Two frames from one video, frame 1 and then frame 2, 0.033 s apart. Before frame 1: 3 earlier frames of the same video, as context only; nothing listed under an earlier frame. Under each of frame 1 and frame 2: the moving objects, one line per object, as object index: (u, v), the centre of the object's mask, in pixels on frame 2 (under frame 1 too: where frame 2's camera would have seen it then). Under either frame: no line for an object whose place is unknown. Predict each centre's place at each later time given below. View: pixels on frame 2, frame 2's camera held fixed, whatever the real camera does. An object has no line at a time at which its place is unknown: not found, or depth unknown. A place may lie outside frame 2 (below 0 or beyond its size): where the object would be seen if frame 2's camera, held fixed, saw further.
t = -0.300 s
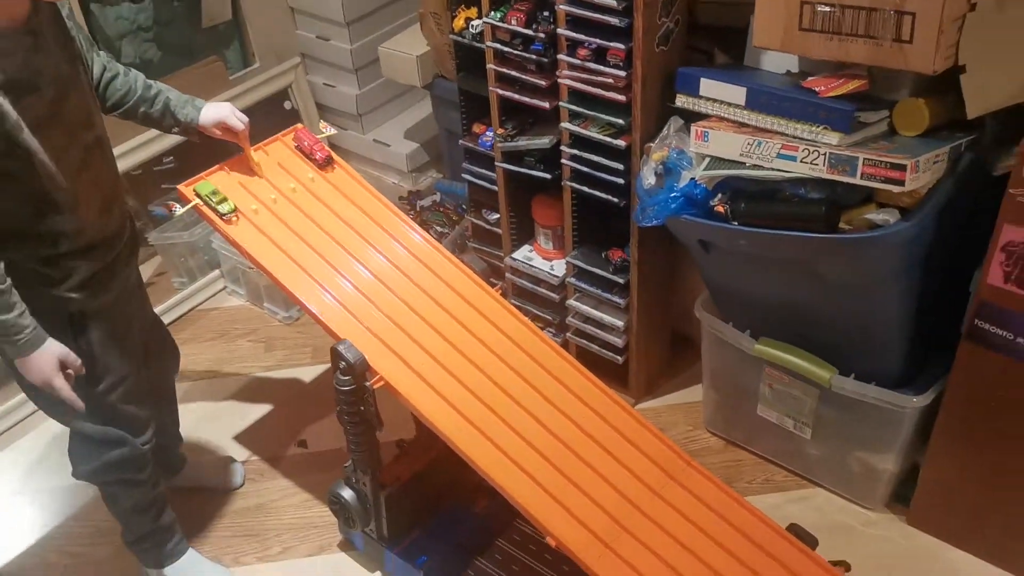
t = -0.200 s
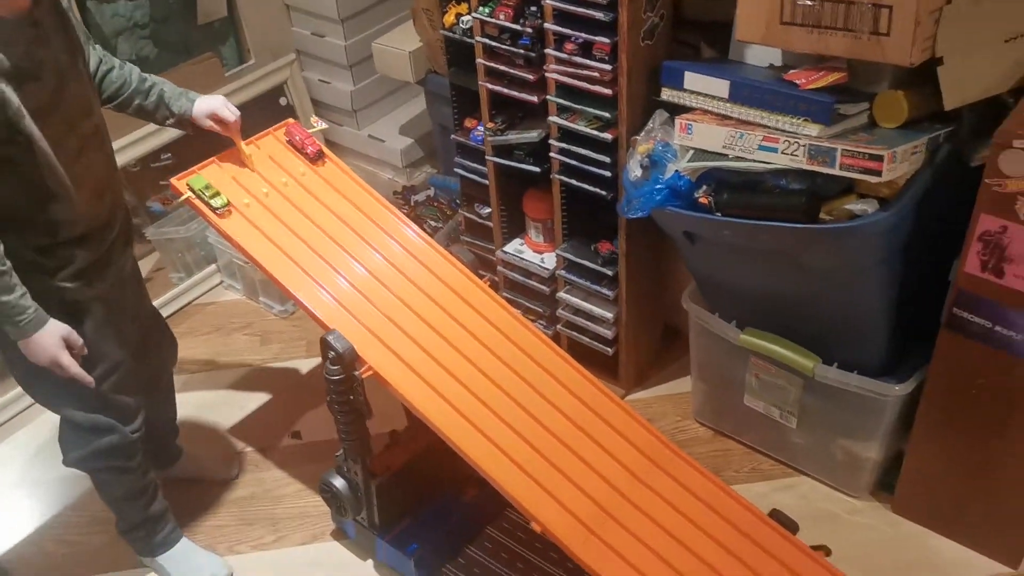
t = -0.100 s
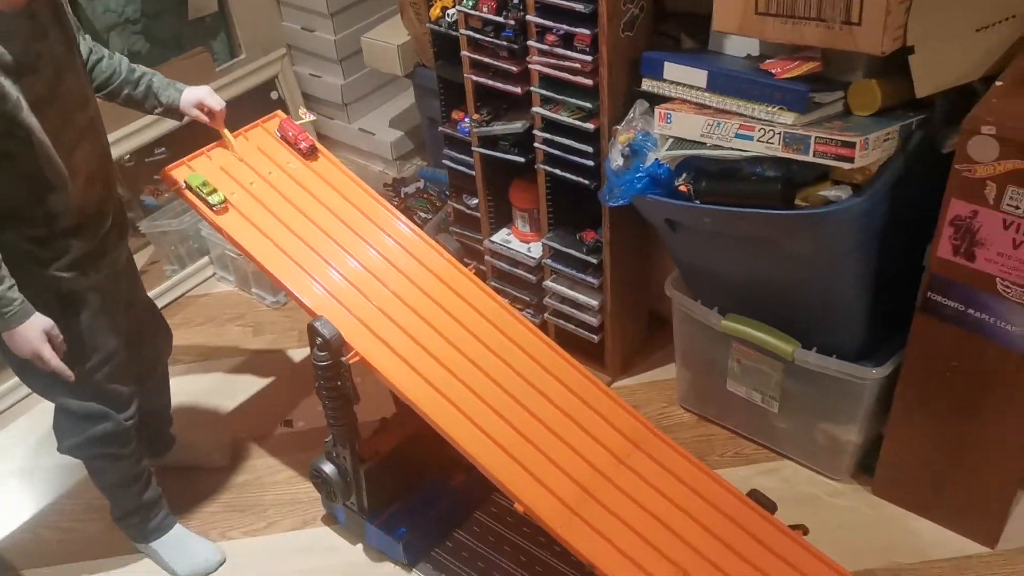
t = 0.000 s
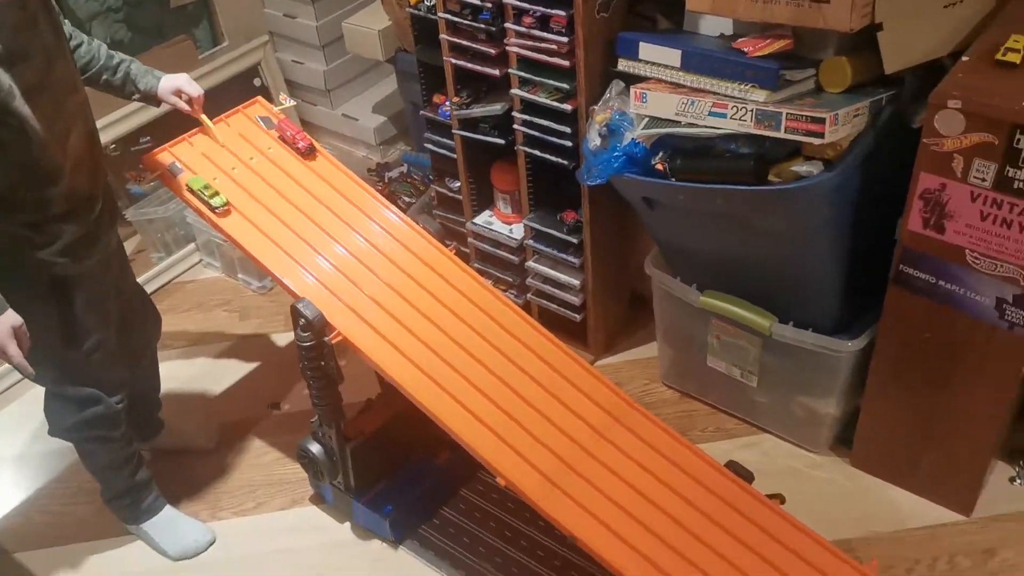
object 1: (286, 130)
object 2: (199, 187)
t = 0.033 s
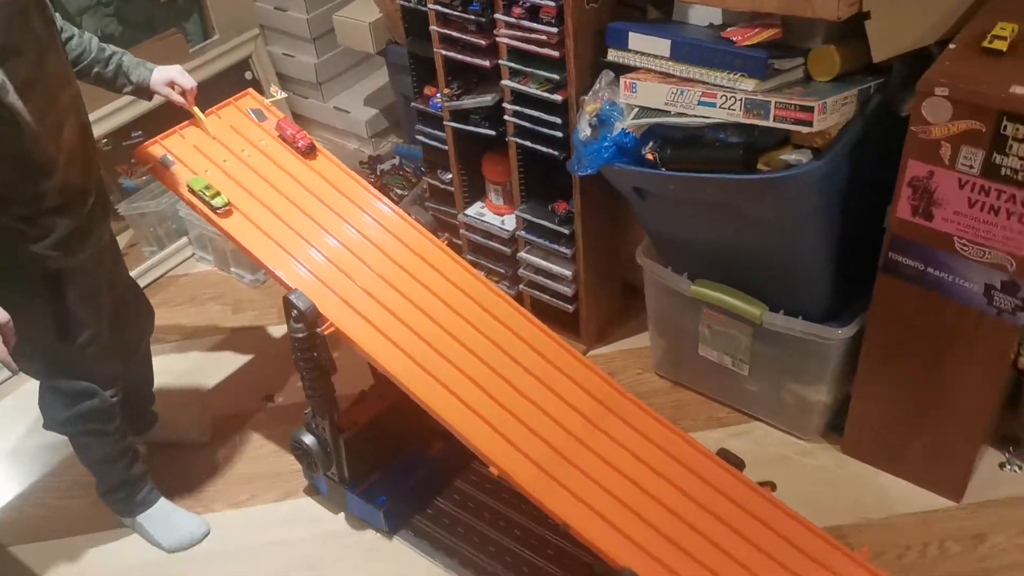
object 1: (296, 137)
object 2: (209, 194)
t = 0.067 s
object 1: (306, 144)
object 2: (221, 204)
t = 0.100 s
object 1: (318, 154)
